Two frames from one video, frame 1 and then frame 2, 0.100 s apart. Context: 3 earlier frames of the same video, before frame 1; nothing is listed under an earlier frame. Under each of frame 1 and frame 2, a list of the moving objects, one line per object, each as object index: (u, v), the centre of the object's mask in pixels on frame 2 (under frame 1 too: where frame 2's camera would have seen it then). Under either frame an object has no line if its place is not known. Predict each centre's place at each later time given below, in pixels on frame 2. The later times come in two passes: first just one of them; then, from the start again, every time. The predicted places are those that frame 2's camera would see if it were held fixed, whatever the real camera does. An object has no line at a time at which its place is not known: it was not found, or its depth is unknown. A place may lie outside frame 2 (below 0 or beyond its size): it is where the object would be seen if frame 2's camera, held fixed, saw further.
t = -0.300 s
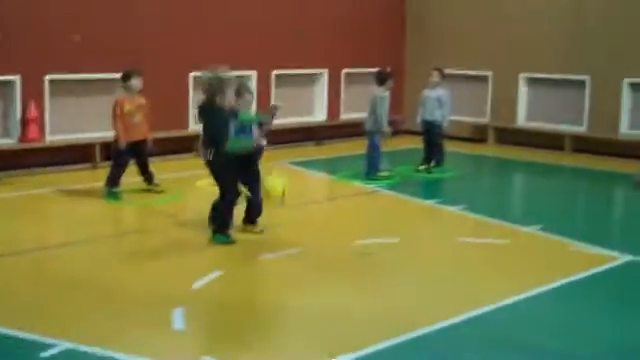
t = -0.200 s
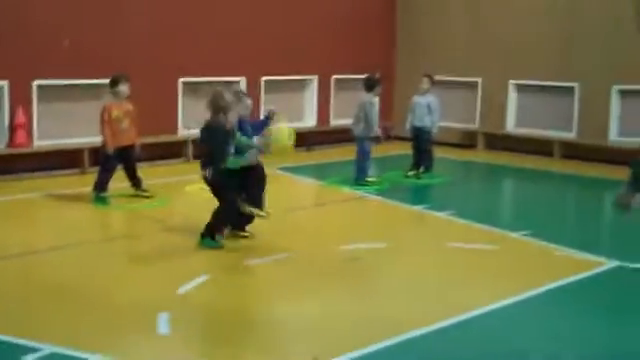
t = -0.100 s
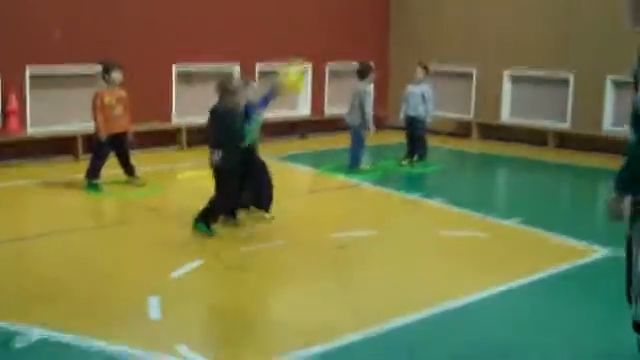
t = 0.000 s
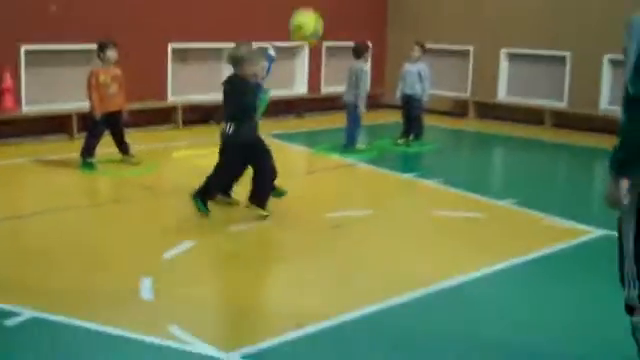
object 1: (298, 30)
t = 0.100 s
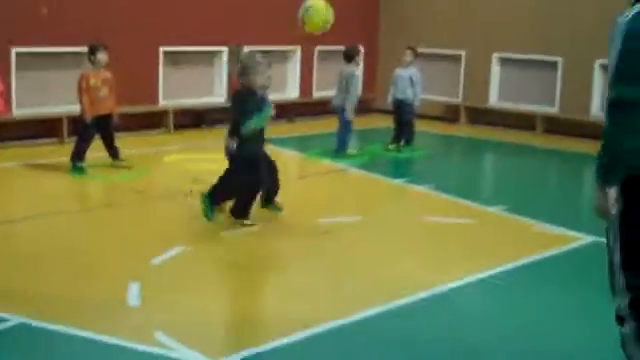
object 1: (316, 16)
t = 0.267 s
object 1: (347, 26)
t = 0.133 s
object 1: (321, 14)
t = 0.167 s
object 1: (327, 15)
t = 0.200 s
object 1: (333, 16)
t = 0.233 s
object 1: (340, 19)
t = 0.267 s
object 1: (347, 26)
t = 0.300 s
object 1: (353, 32)
